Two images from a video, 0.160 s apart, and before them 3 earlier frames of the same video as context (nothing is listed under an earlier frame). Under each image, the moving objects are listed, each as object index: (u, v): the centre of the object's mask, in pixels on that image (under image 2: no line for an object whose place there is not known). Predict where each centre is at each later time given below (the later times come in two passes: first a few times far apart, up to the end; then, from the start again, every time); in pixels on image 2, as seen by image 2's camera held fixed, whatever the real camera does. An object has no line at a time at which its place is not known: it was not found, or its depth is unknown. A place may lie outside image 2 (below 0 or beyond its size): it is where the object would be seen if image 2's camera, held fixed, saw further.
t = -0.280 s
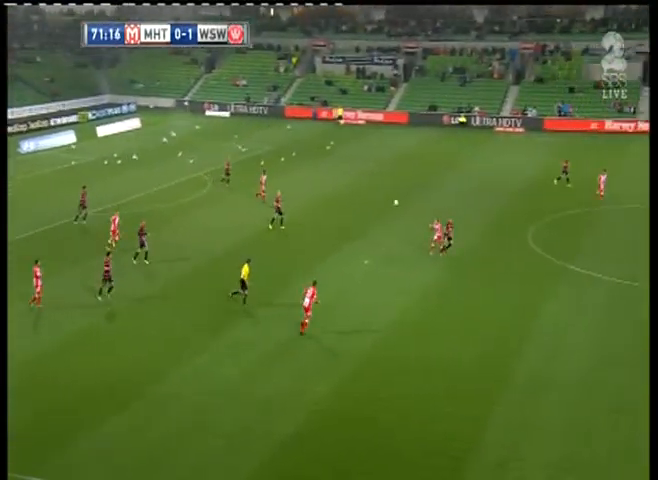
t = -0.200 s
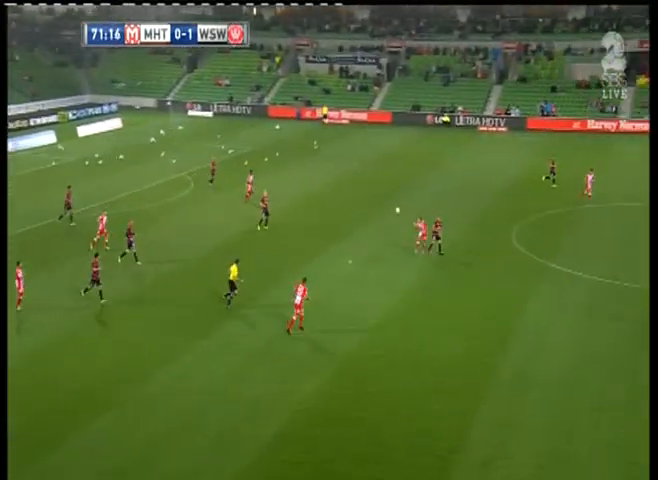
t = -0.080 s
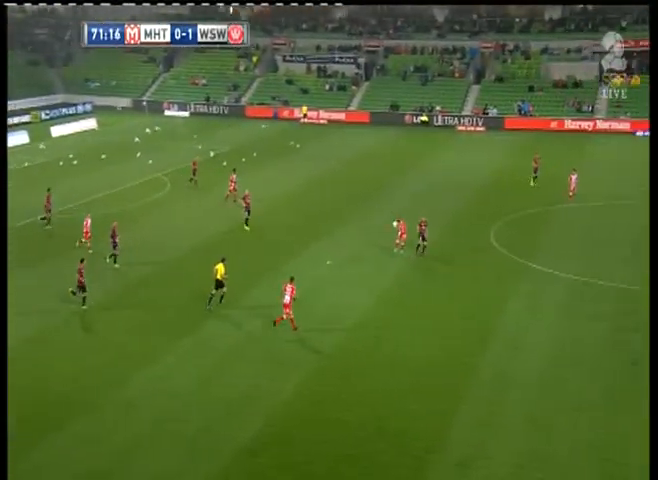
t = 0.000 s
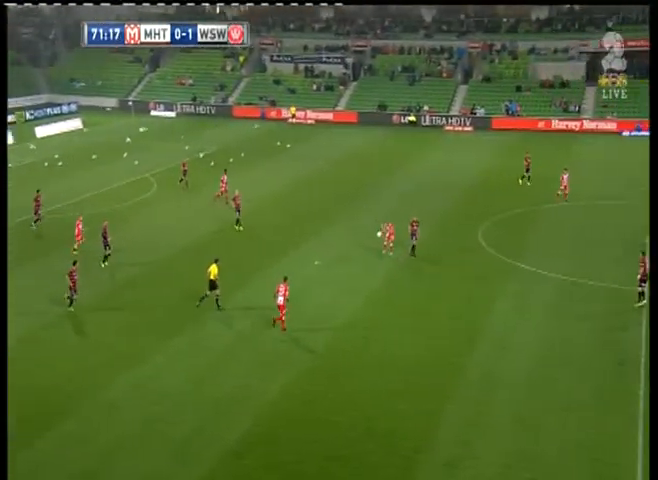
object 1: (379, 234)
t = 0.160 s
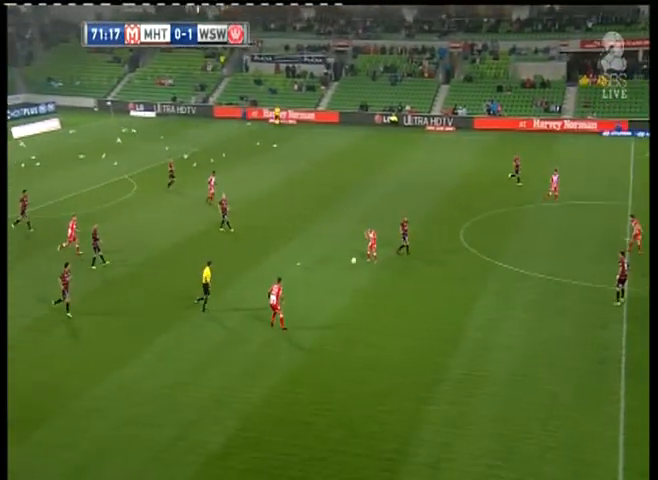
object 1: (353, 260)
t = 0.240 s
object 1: (350, 276)
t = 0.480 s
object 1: (342, 278)
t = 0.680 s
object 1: (335, 283)
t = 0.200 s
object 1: (351, 268)
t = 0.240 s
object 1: (350, 276)
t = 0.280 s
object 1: (348, 283)
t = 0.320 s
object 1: (347, 282)
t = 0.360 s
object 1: (346, 280)
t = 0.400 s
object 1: (344, 279)
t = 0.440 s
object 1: (342, 278)
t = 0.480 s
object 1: (342, 278)
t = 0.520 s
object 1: (340, 278)
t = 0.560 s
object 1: (339, 279)
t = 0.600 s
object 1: (337, 280)
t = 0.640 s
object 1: (336, 281)
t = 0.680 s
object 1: (335, 283)
